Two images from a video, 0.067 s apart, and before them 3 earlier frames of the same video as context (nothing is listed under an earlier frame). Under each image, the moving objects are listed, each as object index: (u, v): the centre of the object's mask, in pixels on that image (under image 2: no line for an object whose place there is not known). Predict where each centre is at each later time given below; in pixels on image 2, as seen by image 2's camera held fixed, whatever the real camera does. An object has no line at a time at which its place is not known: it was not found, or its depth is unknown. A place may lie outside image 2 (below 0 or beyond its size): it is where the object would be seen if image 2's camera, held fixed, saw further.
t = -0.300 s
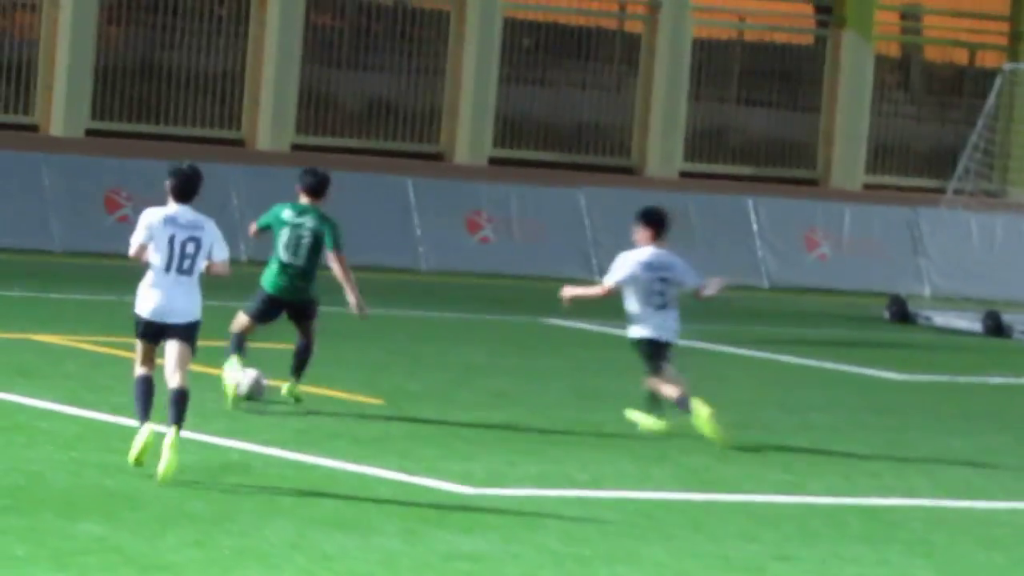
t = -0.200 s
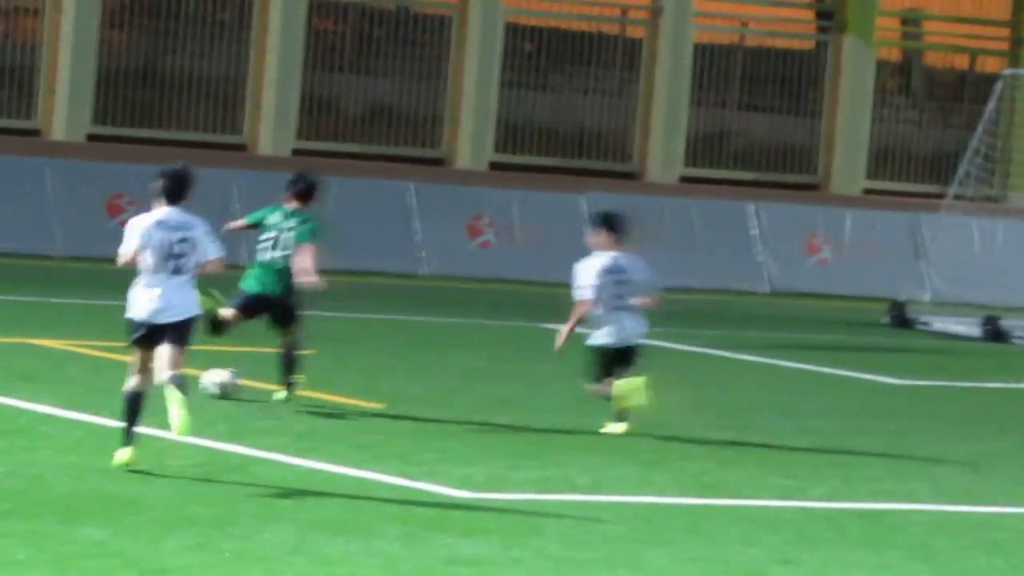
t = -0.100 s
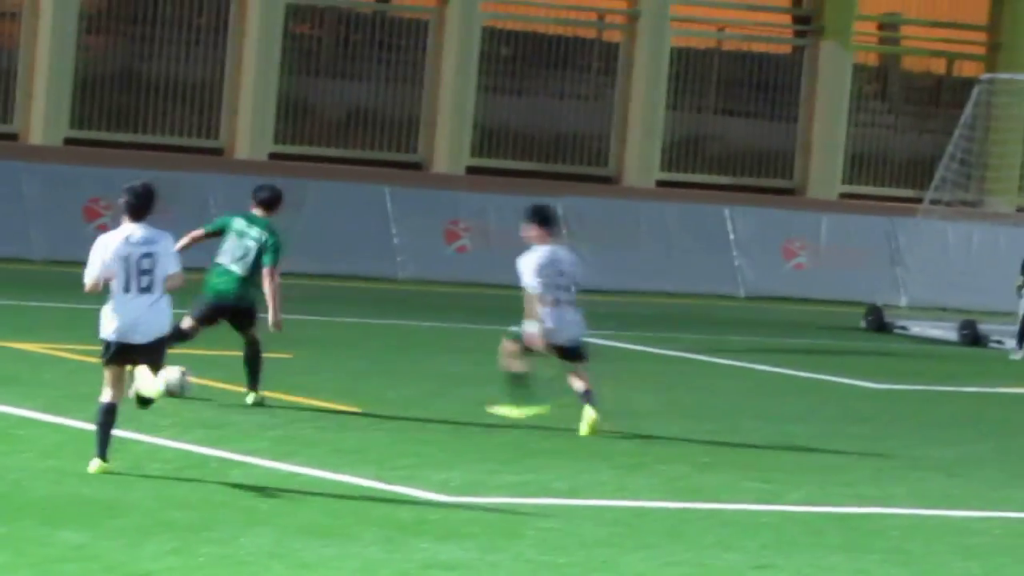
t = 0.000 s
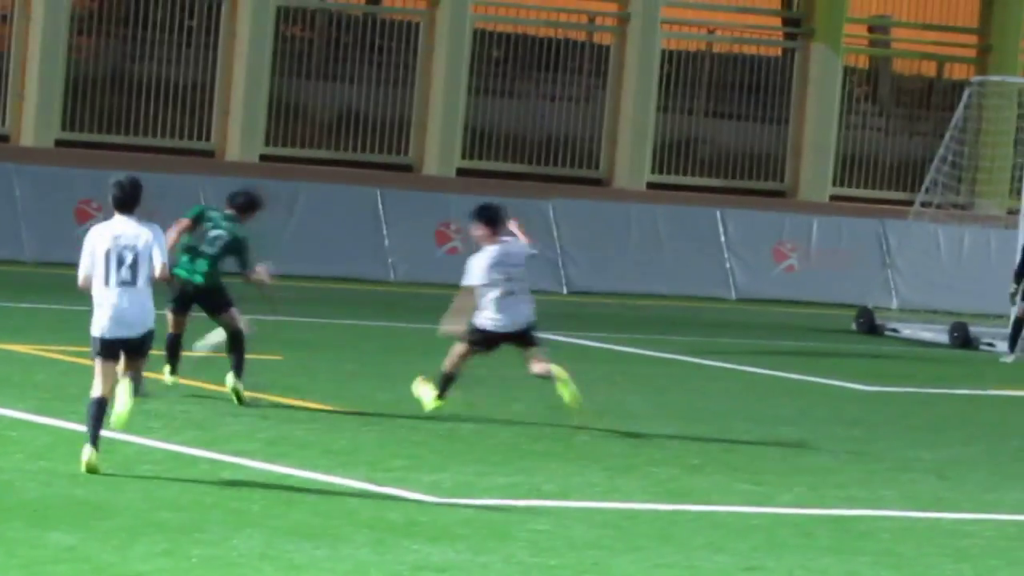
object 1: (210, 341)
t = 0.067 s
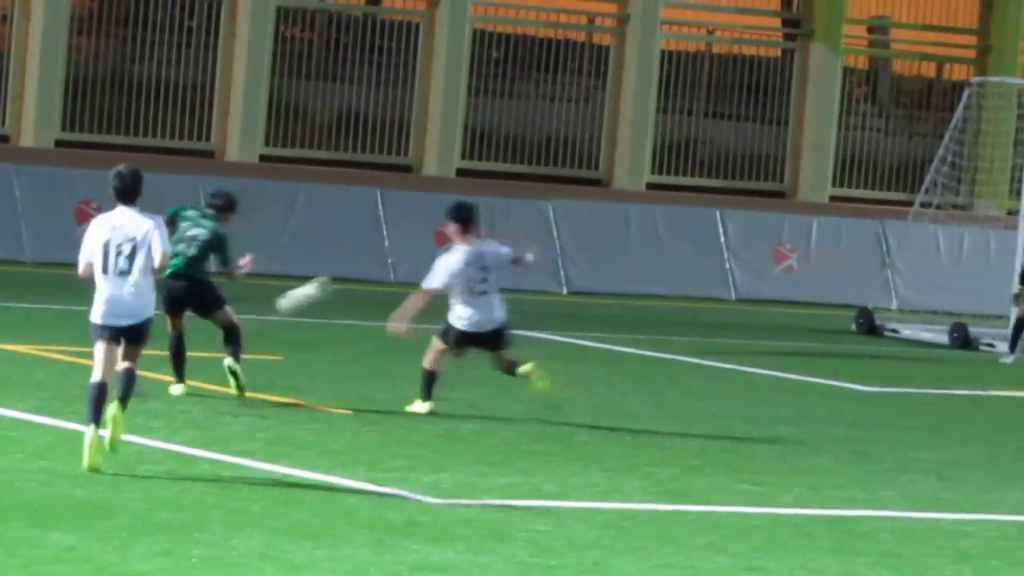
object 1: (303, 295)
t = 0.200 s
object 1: (461, 223)
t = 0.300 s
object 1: (559, 196)
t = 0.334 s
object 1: (586, 186)
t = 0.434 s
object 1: (683, 170)
